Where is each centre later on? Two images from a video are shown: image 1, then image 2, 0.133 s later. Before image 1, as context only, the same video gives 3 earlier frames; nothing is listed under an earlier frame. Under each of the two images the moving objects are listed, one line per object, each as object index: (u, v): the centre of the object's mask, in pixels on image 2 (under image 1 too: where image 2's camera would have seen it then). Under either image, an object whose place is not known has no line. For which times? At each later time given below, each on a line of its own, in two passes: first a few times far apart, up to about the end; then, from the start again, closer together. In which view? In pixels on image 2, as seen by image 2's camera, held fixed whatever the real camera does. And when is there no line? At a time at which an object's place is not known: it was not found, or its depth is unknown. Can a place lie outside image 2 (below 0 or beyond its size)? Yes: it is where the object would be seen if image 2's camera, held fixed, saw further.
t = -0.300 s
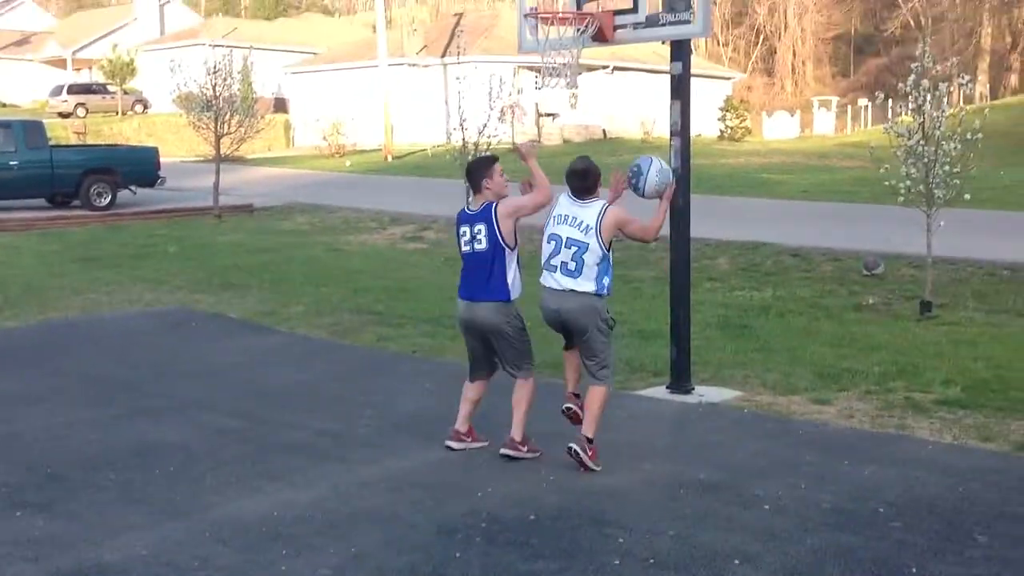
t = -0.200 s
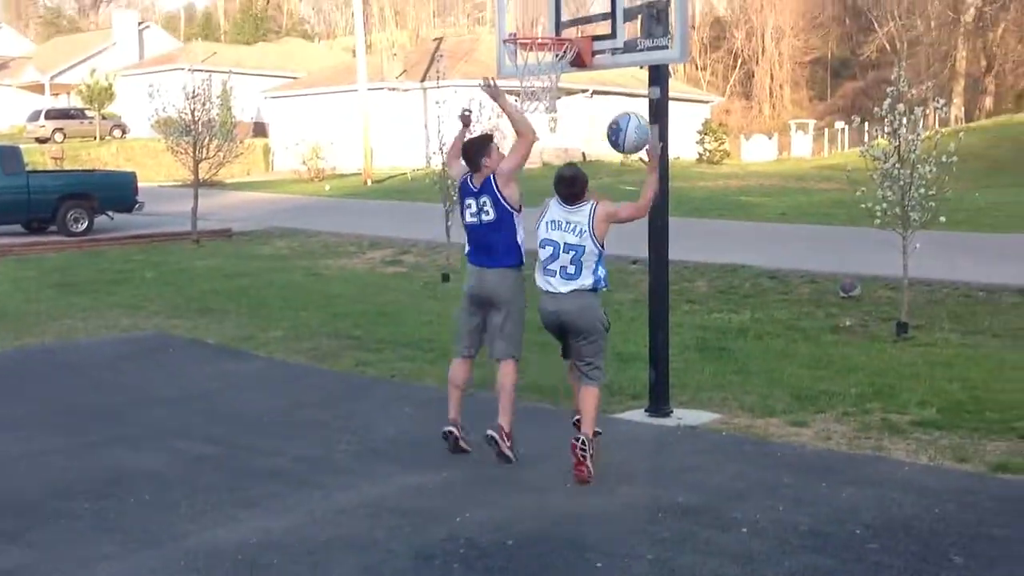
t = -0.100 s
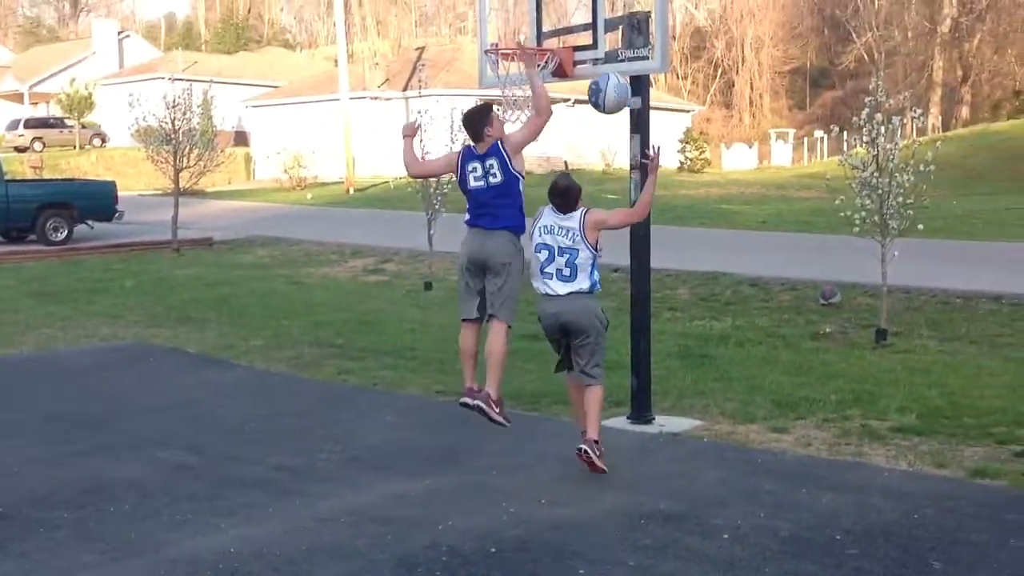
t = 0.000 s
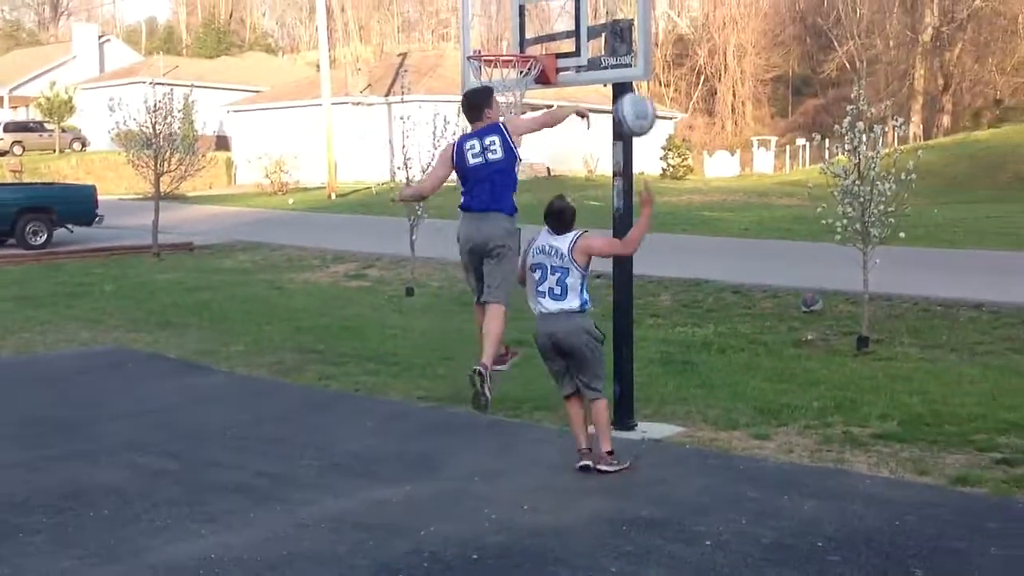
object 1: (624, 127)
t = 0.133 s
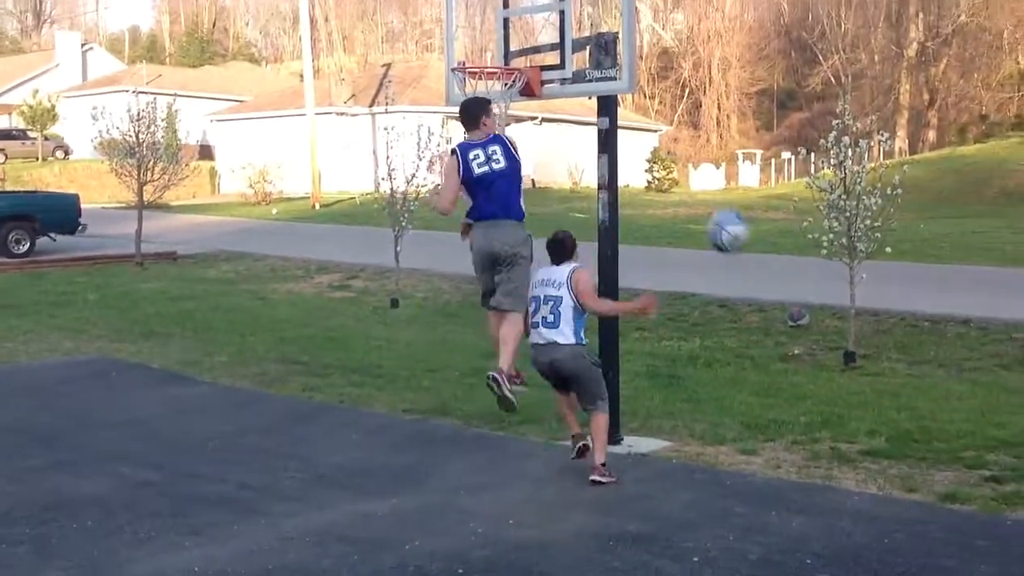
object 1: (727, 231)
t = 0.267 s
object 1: (830, 361)
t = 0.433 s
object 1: (917, 408)
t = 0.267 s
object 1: (830, 361)
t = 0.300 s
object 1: (854, 398)
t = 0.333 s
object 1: (879, 436)
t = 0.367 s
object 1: (897, 460)
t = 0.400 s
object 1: (907, 432)
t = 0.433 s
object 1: (917, 408)
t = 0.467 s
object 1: (925, 384)
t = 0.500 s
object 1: (935, 363)
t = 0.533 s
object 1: (944, 344)
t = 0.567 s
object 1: (953, 326)
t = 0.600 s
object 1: (960, 312)
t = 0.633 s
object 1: (969, 298)
